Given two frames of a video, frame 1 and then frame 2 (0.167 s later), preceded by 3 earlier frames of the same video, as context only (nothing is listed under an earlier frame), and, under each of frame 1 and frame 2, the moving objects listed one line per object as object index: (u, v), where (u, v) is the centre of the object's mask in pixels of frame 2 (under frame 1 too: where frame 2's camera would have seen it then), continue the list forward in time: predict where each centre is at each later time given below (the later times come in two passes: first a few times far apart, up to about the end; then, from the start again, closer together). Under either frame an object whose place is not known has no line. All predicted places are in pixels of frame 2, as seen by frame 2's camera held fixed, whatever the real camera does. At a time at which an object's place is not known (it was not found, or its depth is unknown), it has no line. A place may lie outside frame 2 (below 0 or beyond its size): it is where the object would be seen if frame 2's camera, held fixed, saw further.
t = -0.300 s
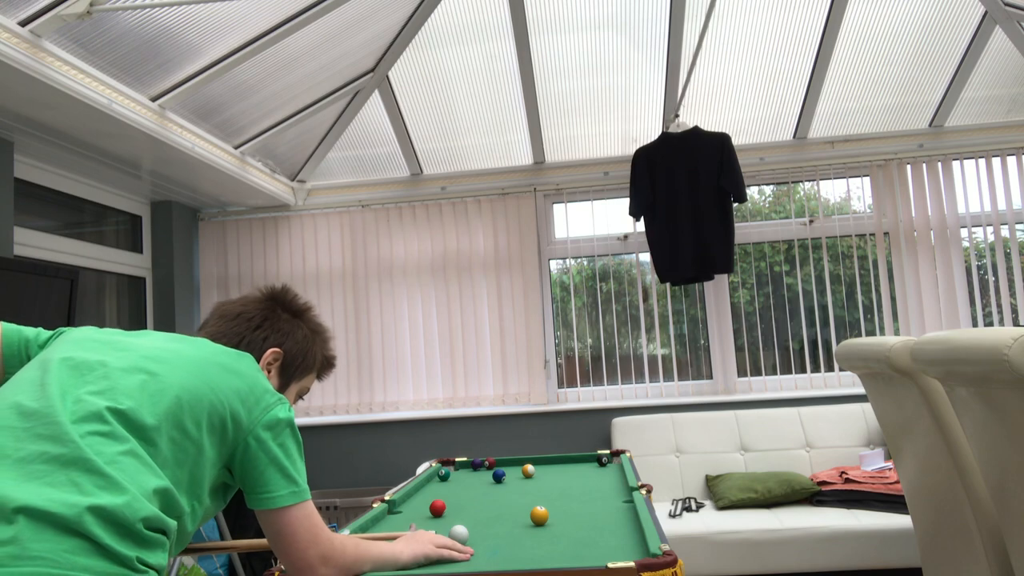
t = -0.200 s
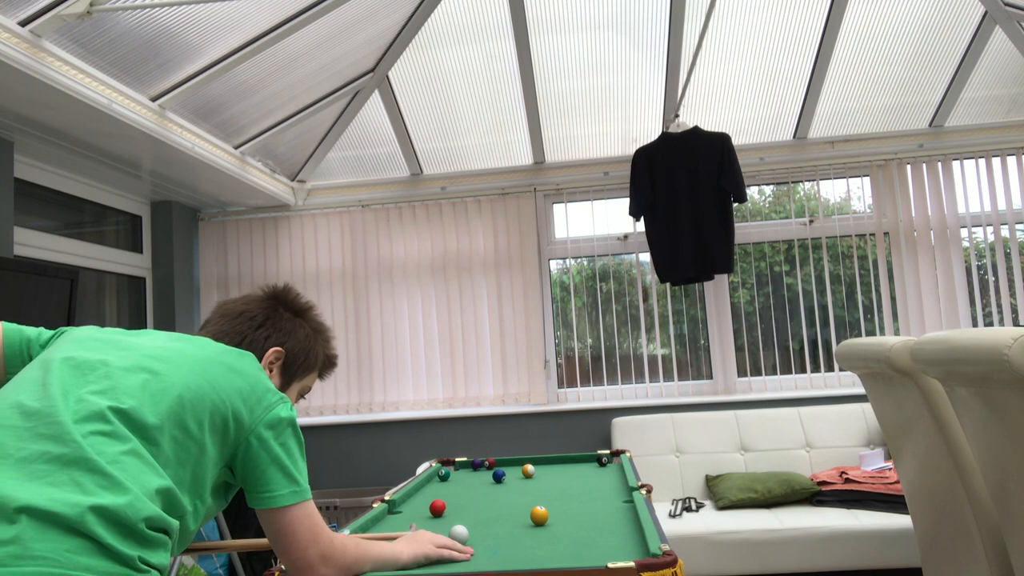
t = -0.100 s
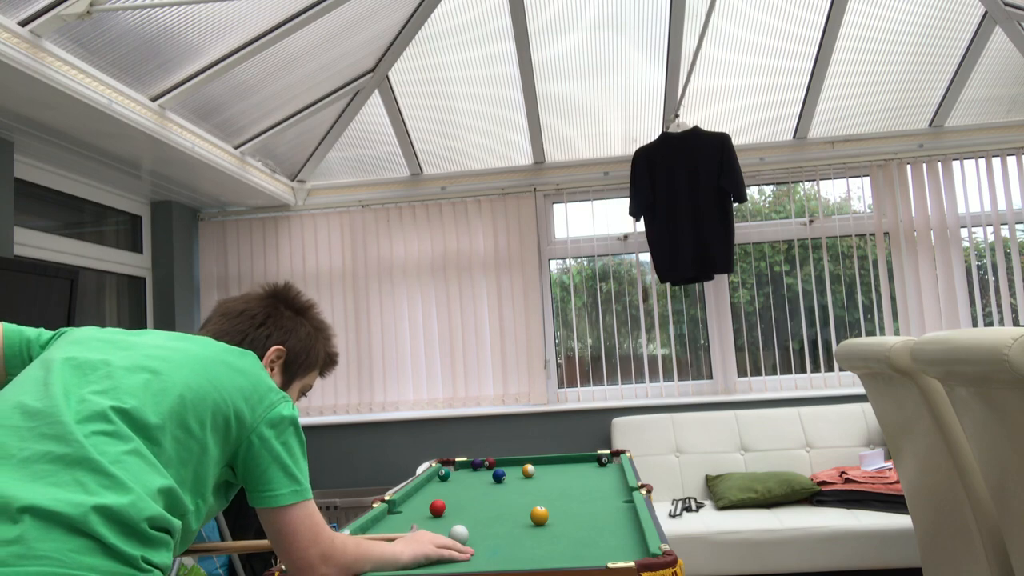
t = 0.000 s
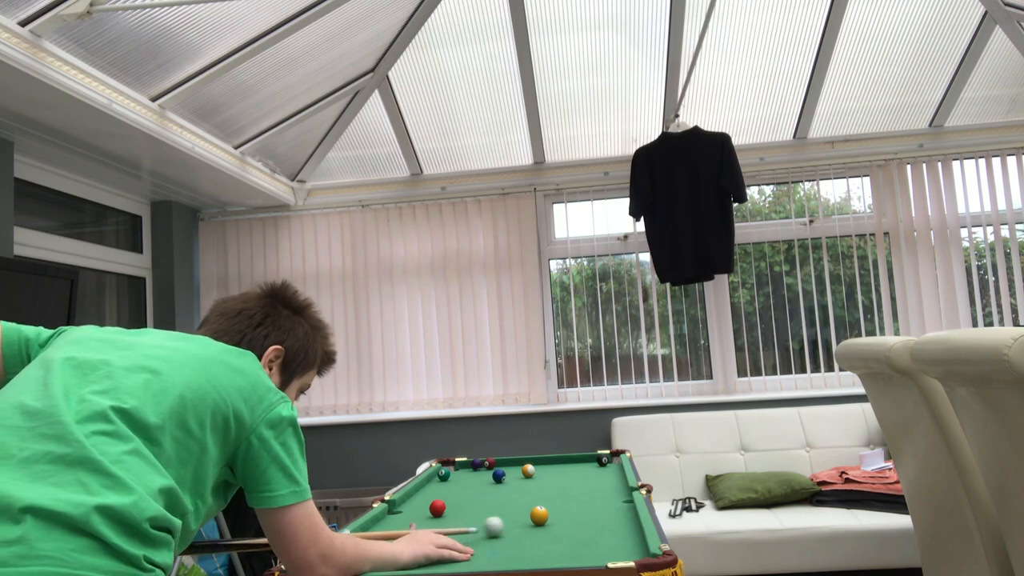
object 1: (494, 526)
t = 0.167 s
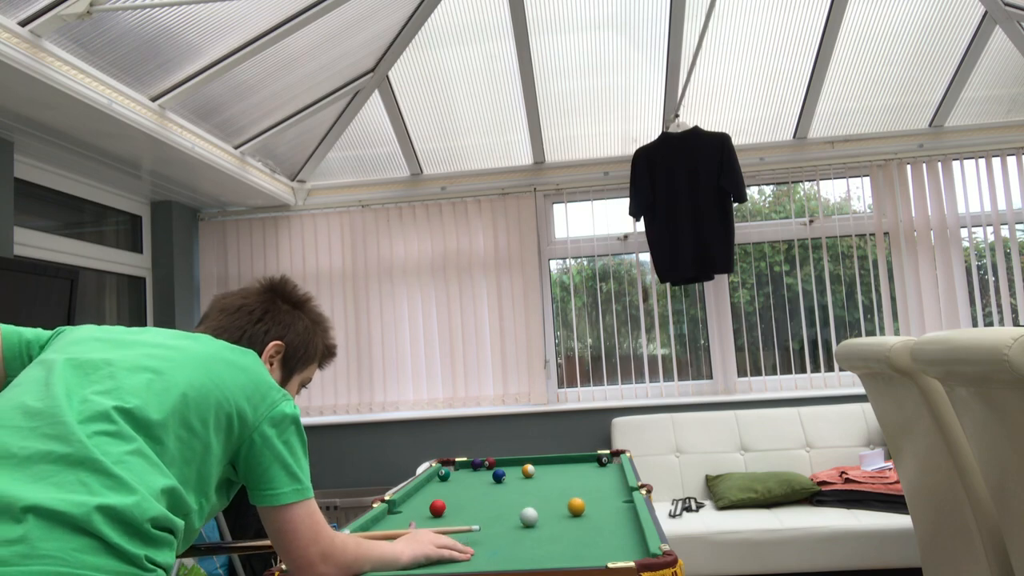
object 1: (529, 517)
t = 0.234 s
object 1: (534, 514)
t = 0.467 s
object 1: (553, 508)
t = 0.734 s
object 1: (568, 501)
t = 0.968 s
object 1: (577, 496)
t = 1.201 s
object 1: (583, 491)
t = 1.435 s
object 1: (586, 488)
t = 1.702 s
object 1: (588, 485)
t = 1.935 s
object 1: (588, 483)
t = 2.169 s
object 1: (586, 481)
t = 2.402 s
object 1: (584, 481)
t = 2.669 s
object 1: (582, 480)
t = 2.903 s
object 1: (580, 480)
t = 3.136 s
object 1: (580, 480)
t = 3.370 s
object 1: (580, 480)
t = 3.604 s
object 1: (580, 480)
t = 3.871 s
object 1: (580, 480)
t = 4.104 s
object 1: (580, 480)
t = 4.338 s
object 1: (580, 480)
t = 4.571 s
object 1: (580, 480)
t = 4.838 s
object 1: (580, 480)
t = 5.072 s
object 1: (580, 480)
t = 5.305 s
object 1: (580, 480)
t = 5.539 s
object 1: (580, 480)
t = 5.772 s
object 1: (583, 481)
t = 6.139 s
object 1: (579, 480)
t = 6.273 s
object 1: (579, 480)
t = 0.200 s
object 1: (532, 516)
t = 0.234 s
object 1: (534, 514)
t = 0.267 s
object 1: (538, 513)
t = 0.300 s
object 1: (540, 513)
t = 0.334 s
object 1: (543, 511)
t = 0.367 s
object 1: (545, 510)
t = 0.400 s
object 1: (548, 510)
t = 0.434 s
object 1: (550, 509)
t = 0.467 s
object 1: (553, 508)
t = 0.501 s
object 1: (555, 507)
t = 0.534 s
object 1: (557, 506)
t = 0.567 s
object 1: (559, 505)
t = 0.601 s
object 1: (561, 504)
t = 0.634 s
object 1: (563, 503)
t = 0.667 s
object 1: (565, 503)
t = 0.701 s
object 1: (566, 502)
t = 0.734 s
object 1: (568, 501)
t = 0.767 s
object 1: (569, 500)
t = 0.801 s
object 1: (571, 499)
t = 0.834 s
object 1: (572, 499)
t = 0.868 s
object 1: (573, 498)
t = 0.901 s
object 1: (575, 497)
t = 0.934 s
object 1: (576, 497)
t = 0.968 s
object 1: (577, 496)
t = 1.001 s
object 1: (578, 495)
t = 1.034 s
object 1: (579, 494)
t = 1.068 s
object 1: (579, 494)
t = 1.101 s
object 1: (580, 493)
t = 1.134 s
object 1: (581, 492)
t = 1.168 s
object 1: (582, 492)
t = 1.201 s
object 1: (583, 491)
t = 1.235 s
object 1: (583, 491)
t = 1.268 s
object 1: (584, 490)
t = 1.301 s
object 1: (584, 490)
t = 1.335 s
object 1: (585, 489)
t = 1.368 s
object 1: (585, 489)
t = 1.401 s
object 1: (586, 488)
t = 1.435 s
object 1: (586, 488)
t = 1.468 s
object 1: (586, 487)
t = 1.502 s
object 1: (587, 487)
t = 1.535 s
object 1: (587, 487)
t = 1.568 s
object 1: (587, 486)
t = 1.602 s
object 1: (587, 486)
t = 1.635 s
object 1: (588, 486)
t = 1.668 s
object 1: (588, 485)
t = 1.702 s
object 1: (588, 485)
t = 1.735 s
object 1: (588, 485)
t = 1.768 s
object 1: (588, 484)
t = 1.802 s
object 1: (588, 484)
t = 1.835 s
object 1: (588, 484)
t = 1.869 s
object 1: (588, 483)
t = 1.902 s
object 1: (588, 483)
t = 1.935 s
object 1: (588, 483)
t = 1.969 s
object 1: (587, 482)
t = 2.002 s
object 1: (587, 482)
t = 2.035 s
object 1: (587, 482)
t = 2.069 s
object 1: (587, 482)
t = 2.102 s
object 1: (586, 482)
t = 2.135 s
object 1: (586, 482)
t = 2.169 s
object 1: (586, 481)
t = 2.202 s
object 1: (586, 481)
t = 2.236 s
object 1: (585, 481)
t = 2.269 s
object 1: (585, 481)
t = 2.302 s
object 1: (585, 481)
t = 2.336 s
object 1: (584, 481)
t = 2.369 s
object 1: (584, 481)
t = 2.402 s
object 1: (584, 481)
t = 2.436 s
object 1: (583, 481)
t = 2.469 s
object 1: (583, 481)
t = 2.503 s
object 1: (583, 481)
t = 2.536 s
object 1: (582, 480)
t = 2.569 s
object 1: (582, 480)
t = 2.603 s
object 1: (582, 480)
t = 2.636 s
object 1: (582, 480)
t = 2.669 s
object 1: (582, 480)
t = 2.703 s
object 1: (582, 480)
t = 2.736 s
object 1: (581, 480)
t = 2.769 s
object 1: (581, 480)
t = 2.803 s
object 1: (581, 480)
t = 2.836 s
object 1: (581, 480)
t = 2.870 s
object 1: (581, 480)
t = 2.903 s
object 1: (580, 480)
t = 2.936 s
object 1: (580, 480)
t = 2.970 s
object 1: (580, 480)
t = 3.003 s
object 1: (580, 480)
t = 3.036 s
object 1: (580, 480)
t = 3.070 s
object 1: (580, 480)
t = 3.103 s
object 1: (580, 480)
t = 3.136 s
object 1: (580, 480)
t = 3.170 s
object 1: (580, 480)
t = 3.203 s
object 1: (580, 480)
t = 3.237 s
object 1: (580, 480)
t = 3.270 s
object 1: (580, 480)
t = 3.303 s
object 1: (580, 480)
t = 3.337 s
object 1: (580, 480)
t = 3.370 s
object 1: (580, 480)
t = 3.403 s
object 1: (580, 480)
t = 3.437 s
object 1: (580, 480)
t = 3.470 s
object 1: (580, 480)
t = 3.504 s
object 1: (580, 480)
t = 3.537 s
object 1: (580, 480)
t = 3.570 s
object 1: (580, 480)
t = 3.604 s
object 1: (580, 480)
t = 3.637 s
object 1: (580, 480)
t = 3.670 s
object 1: (580, 480)
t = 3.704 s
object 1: (580, 480)
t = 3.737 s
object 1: (580, 480)
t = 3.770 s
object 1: (580, 480)
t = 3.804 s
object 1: (580, 480)
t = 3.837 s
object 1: (580, 480)
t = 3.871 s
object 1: (580, 480)
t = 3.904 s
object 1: (580, 480)
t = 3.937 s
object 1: (580, 480)
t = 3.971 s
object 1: (580, 480)
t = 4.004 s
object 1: (580, 480)
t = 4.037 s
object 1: (580, 480)
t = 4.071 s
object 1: (580, 480)
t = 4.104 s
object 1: (580, 480)
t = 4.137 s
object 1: (580, 480)
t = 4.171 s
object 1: (580, 480)
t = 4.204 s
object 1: (580, 480)
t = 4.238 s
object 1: (580, 480)
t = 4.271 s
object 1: (580, 480)
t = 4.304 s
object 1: (580, 480)
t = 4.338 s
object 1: (580, 480)
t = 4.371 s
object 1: (580, 480)
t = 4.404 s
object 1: (580, 480)
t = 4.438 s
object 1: (580, 480)
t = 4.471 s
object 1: (580, 480)
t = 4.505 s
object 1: (580, 480)
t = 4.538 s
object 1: (580, 480)
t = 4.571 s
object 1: (580, 480)
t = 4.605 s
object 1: (580, 480)
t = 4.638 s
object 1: (580, 480)
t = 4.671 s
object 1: (580, 480)
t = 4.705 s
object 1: (580, 480)
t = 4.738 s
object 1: (580, 480)
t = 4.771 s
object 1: (580, 480)
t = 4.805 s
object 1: (580, 480)
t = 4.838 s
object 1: (580, 480)
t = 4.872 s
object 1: (580, 480)
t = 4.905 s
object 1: (580, 480)
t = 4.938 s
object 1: (580, 480)
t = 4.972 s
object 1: (580, 480)
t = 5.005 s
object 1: (580, 480)
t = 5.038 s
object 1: (580, 480)
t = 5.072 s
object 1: (580, 480)
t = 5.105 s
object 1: (580, 480)
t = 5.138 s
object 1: (580, 480)
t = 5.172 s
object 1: (580, 480)
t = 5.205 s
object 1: (580, 480)
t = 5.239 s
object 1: (580, 480)
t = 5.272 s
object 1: (580, 480)
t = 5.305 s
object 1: (580, 480)
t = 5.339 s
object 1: (580, 480)
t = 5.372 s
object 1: (580, 480)
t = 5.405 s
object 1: (580, 480)
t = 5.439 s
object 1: (580, 480)
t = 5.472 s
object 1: (580, 480)
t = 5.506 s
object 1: (580, 480)
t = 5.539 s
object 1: (580, 480)
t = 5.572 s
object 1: (580, 480)
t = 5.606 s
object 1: (580, 480)
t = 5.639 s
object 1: (580, 480)
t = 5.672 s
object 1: (580, 480)
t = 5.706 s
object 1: (581, 481)
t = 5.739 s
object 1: (580, 480)
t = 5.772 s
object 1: (583, 481)
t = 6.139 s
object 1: (579, 480)
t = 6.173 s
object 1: (580, 480)
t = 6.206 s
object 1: (580, 480)
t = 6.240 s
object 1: (580, 480)
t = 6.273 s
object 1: (579, 480)
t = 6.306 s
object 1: (580, 480)
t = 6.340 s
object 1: (580, 480)
